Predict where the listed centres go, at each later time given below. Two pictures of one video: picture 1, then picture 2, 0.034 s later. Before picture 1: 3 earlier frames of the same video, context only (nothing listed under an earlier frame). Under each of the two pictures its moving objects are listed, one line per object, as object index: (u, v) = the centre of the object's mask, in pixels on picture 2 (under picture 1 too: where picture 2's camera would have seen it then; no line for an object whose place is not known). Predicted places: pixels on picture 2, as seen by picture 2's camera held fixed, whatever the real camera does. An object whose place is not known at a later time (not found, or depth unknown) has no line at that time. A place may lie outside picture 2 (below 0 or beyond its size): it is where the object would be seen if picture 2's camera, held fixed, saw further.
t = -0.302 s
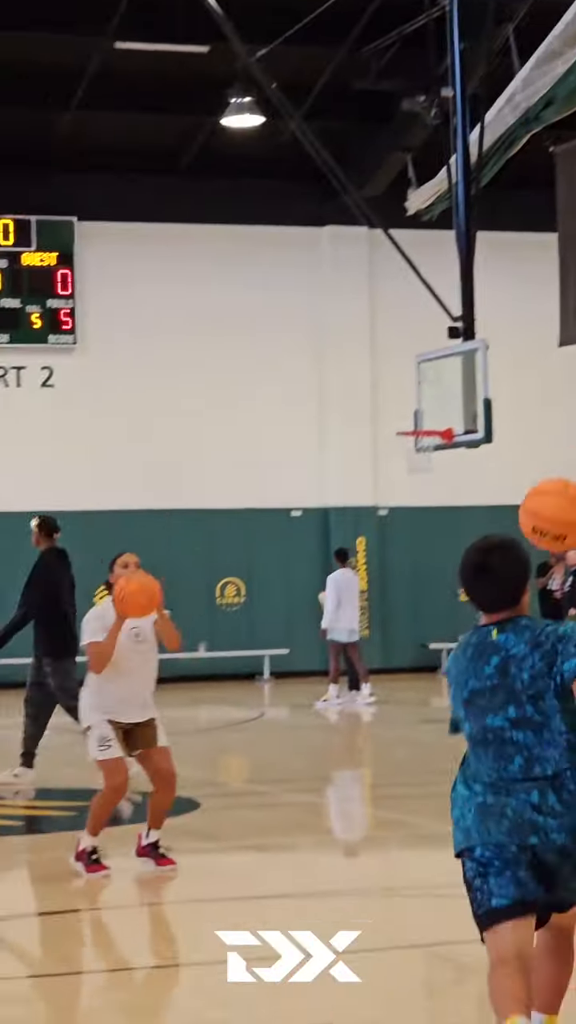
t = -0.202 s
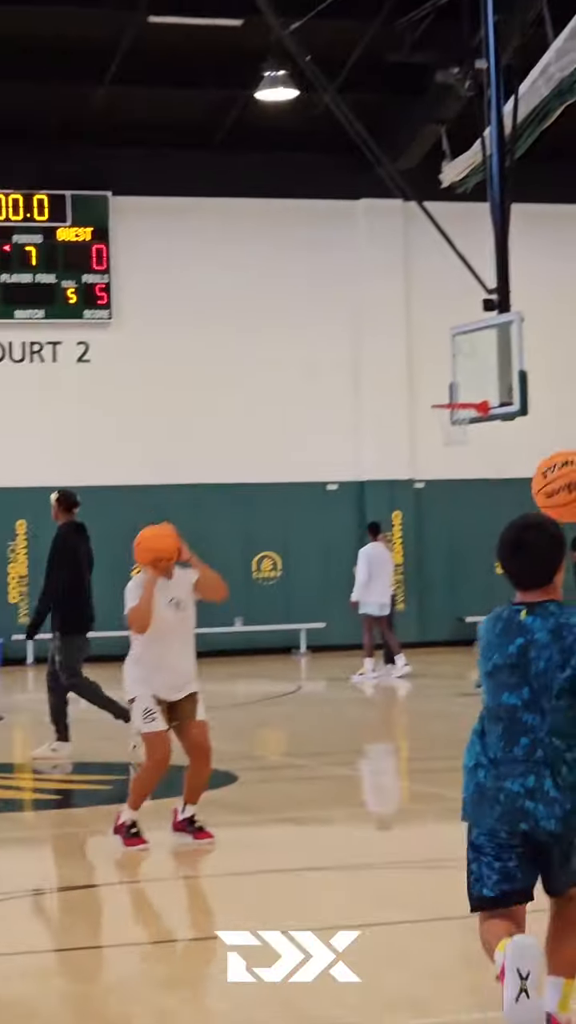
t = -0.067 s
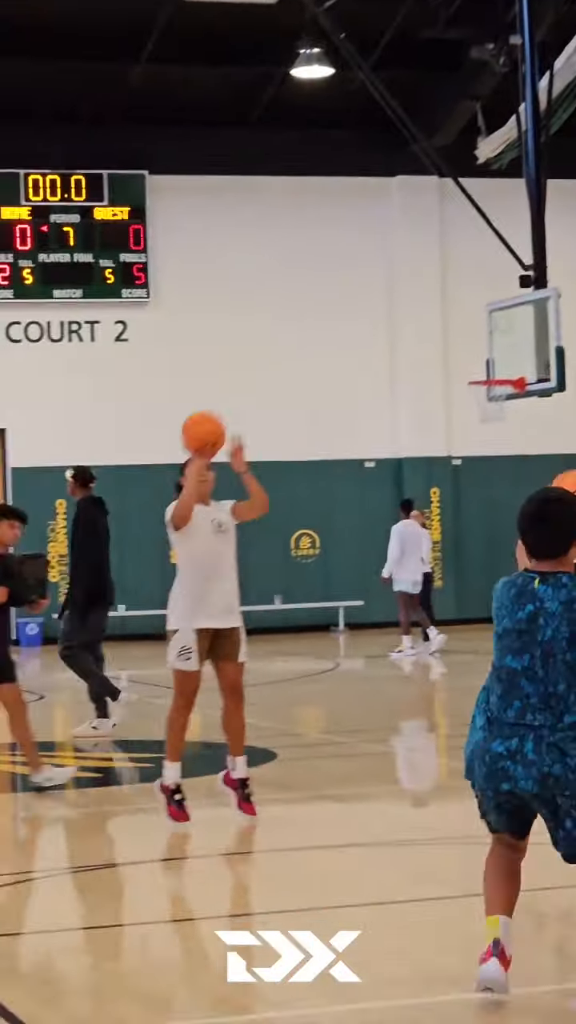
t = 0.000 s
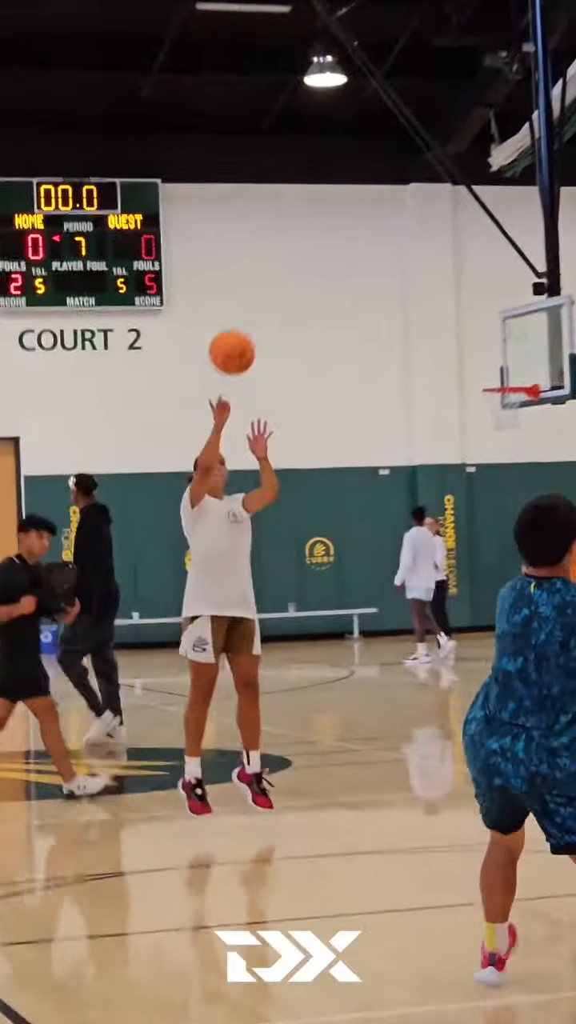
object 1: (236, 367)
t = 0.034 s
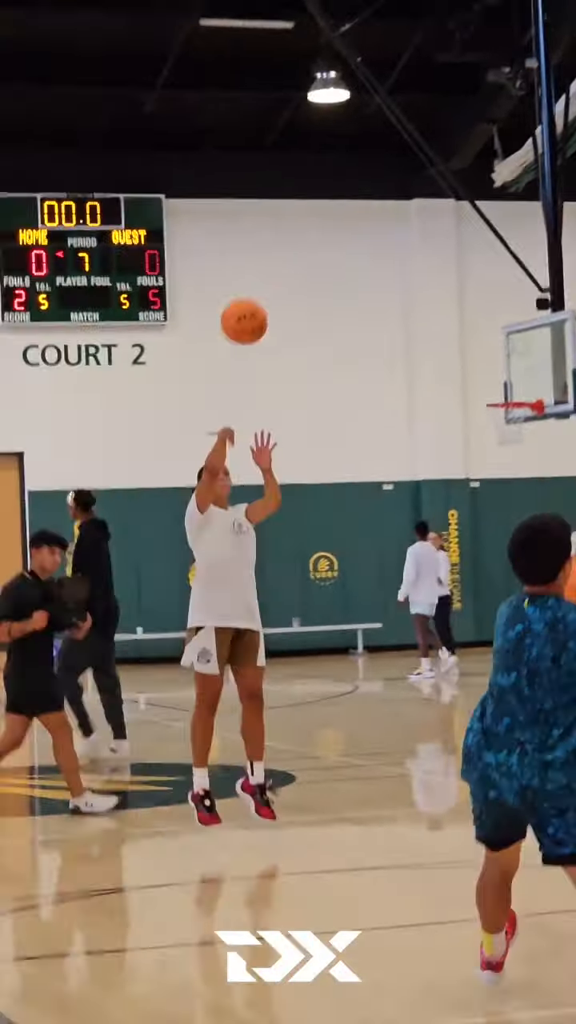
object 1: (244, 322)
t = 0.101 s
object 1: (262, 237)
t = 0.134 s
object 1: (271, 196)
